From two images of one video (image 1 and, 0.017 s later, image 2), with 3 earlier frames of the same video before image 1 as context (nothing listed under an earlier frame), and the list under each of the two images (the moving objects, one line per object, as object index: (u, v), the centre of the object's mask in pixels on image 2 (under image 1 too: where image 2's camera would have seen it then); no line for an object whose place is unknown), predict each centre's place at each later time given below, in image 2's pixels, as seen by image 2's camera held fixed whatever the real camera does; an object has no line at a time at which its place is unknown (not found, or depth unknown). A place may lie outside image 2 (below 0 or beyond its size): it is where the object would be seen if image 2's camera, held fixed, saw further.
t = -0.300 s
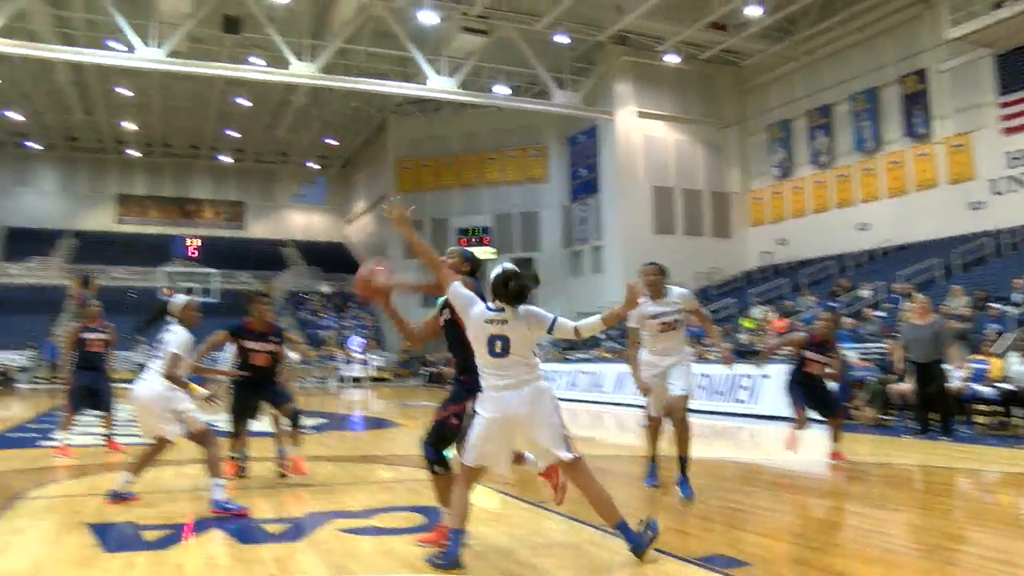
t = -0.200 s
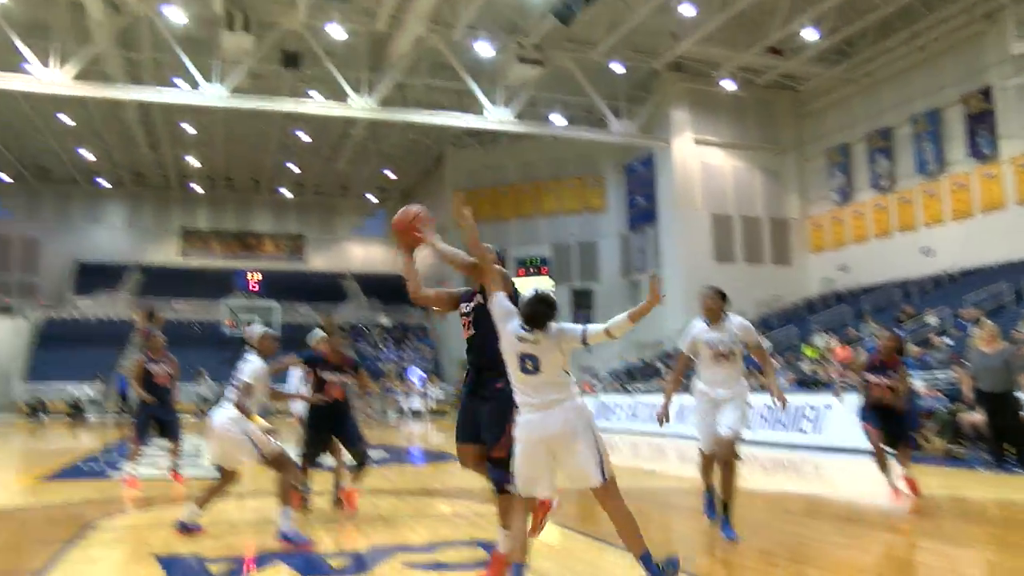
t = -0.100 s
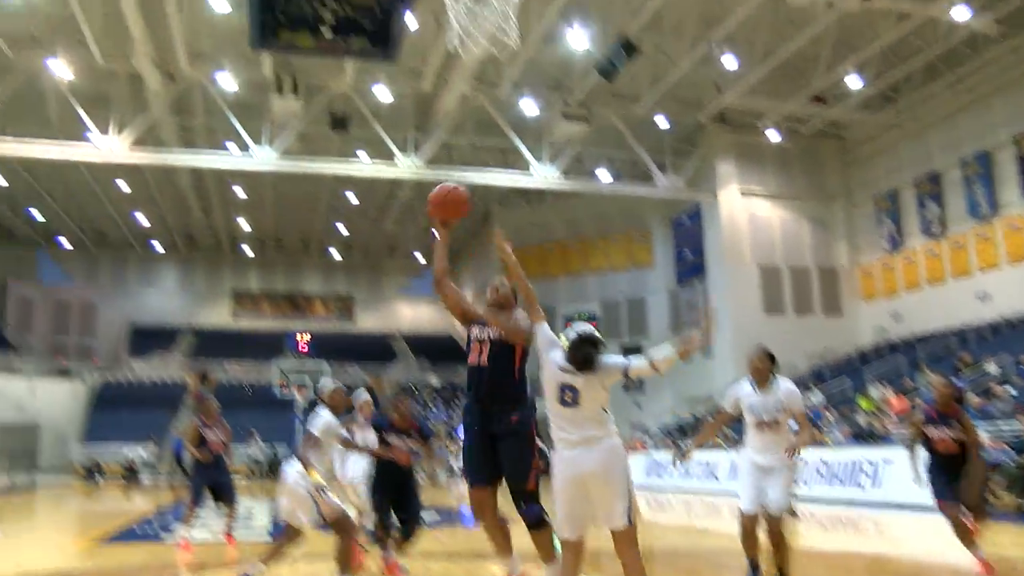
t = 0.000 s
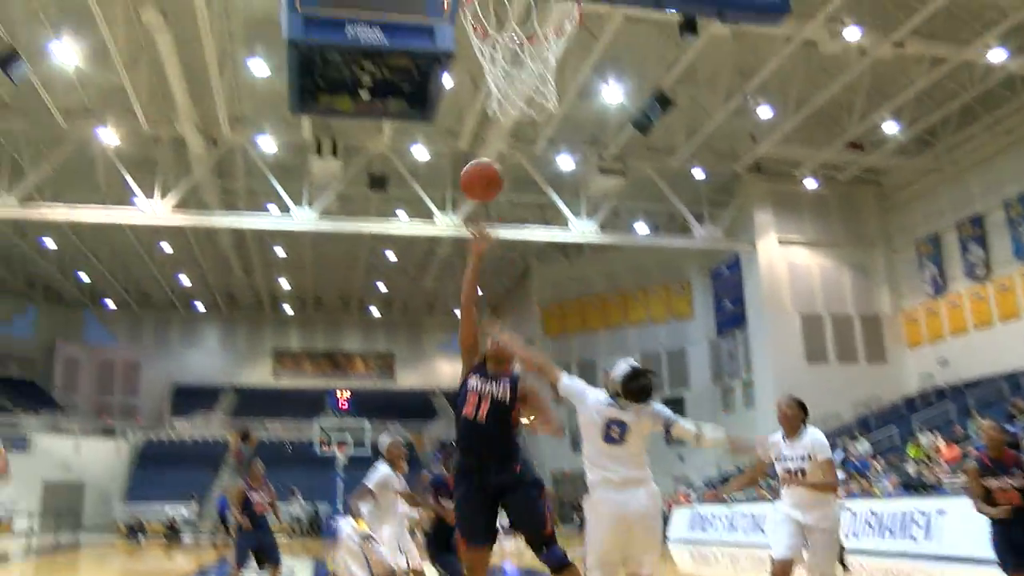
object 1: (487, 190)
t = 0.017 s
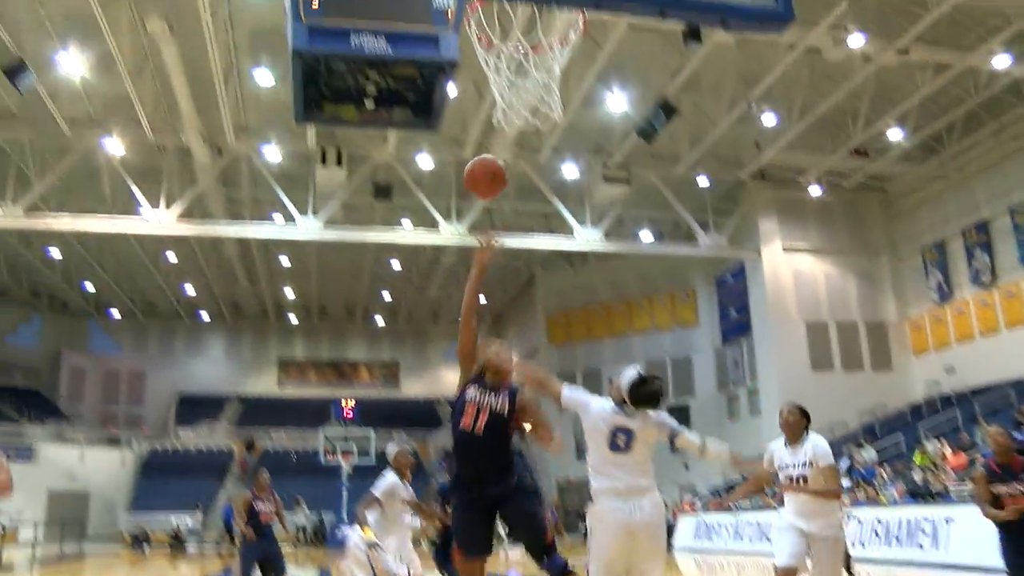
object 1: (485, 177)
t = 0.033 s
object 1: (483, 164)
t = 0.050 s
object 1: (482, 152)
